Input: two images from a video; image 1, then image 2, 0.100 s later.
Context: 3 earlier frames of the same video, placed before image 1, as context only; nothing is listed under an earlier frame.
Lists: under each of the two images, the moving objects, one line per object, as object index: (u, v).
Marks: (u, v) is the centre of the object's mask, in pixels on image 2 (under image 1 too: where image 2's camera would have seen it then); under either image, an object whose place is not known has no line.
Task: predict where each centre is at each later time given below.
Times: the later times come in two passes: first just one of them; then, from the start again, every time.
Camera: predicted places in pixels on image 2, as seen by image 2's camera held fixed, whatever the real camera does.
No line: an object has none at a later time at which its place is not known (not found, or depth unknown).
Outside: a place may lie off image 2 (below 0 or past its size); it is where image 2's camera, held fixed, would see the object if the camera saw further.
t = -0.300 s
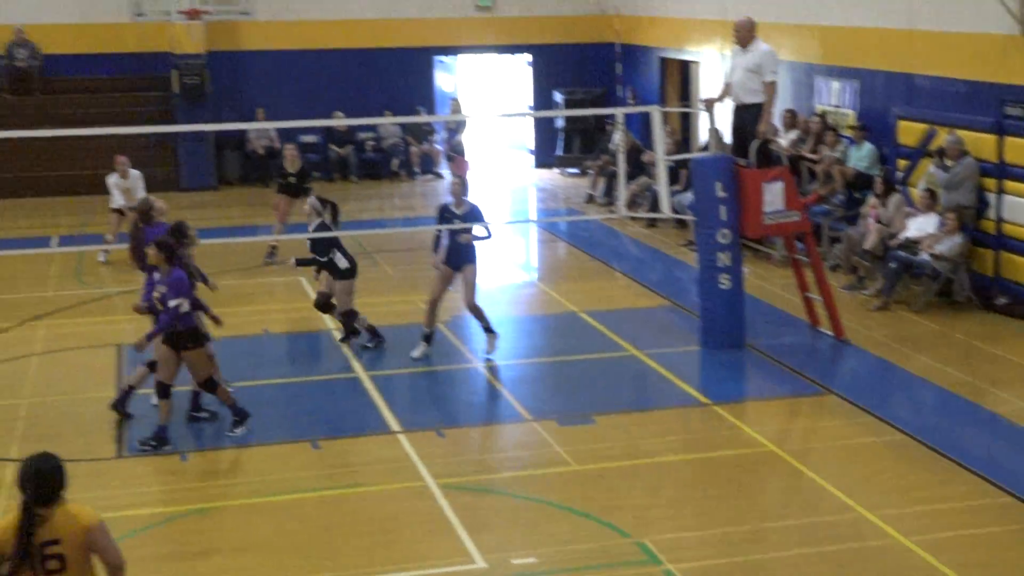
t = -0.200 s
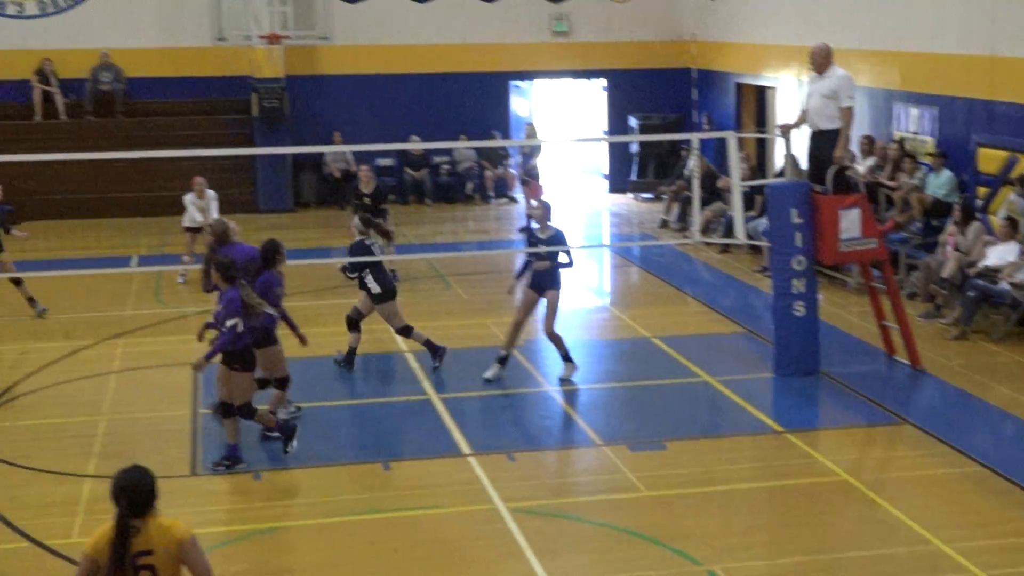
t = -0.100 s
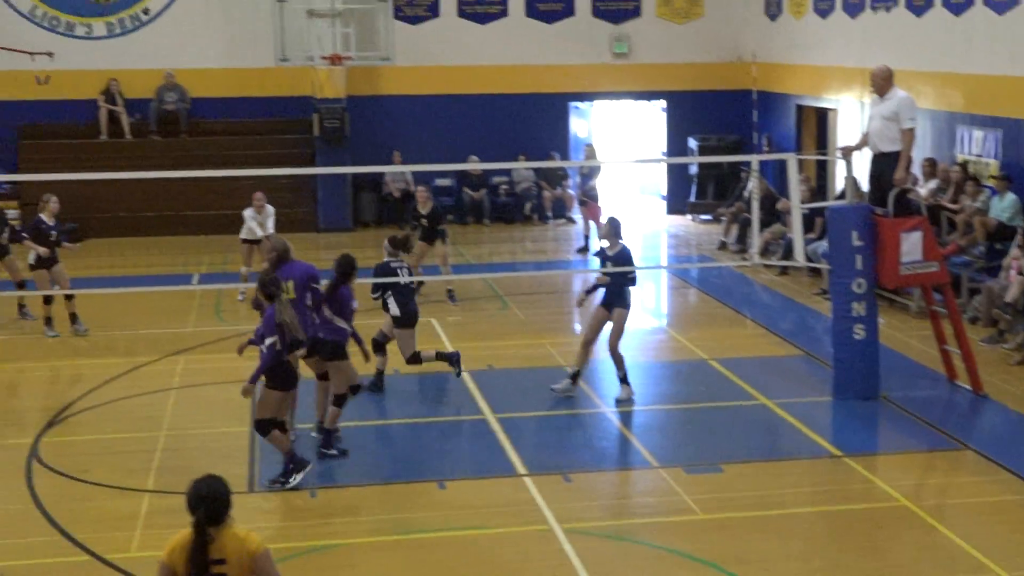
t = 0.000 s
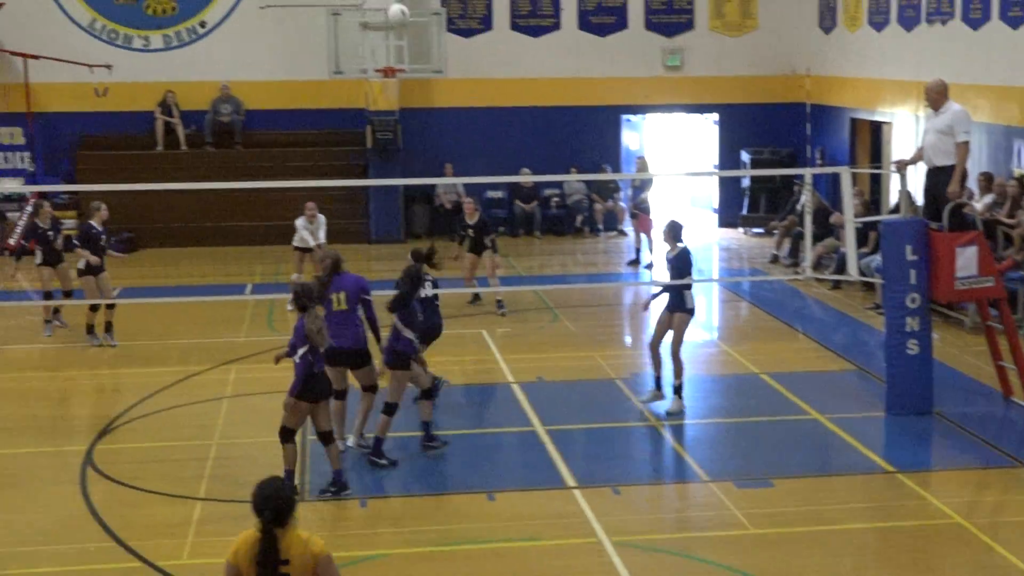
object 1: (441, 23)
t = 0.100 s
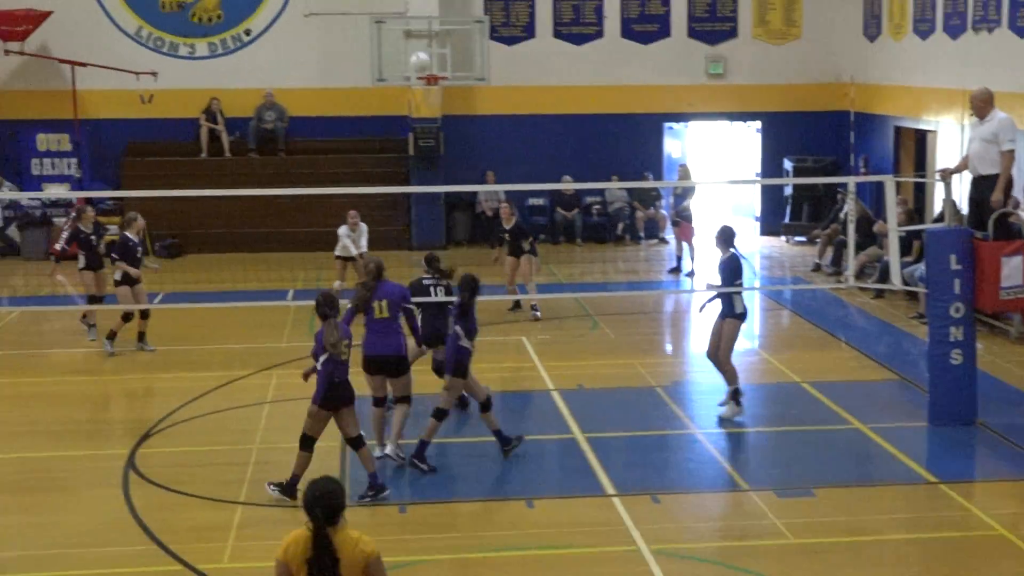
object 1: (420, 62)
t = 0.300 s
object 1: (385, 153)
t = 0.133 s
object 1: (414, 76)
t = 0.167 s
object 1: (407, 90)
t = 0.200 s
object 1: (402, 106)
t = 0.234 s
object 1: (396, 121)
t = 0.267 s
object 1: (390, 137)
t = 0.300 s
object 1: (385, 153)
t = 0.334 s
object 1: (380, 169)
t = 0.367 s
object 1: (375, 183)
